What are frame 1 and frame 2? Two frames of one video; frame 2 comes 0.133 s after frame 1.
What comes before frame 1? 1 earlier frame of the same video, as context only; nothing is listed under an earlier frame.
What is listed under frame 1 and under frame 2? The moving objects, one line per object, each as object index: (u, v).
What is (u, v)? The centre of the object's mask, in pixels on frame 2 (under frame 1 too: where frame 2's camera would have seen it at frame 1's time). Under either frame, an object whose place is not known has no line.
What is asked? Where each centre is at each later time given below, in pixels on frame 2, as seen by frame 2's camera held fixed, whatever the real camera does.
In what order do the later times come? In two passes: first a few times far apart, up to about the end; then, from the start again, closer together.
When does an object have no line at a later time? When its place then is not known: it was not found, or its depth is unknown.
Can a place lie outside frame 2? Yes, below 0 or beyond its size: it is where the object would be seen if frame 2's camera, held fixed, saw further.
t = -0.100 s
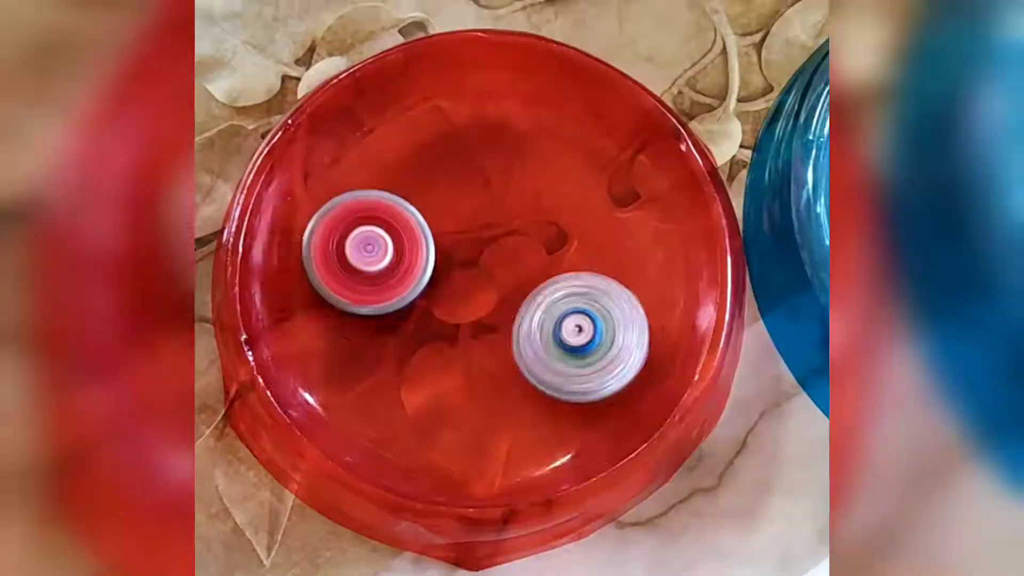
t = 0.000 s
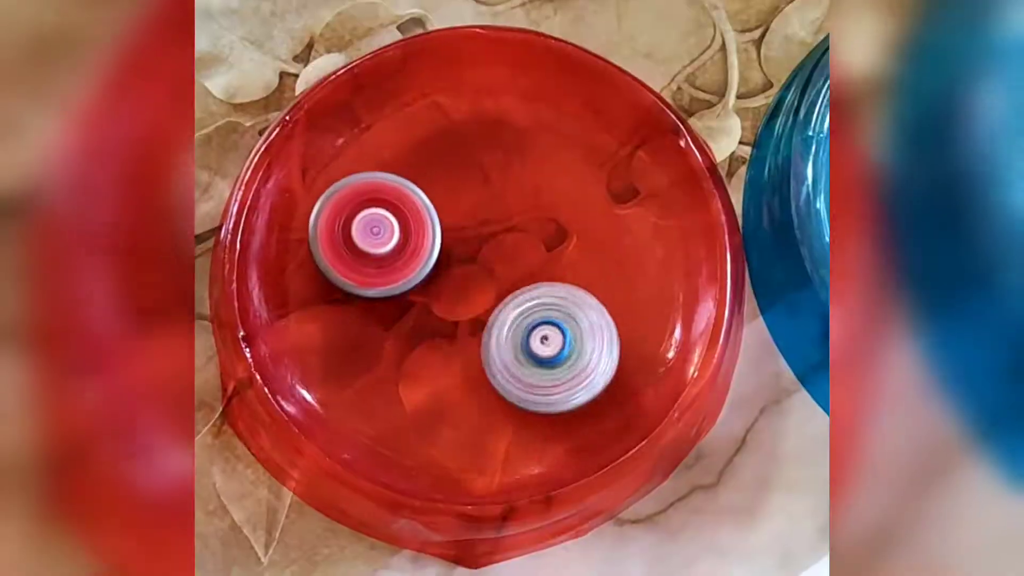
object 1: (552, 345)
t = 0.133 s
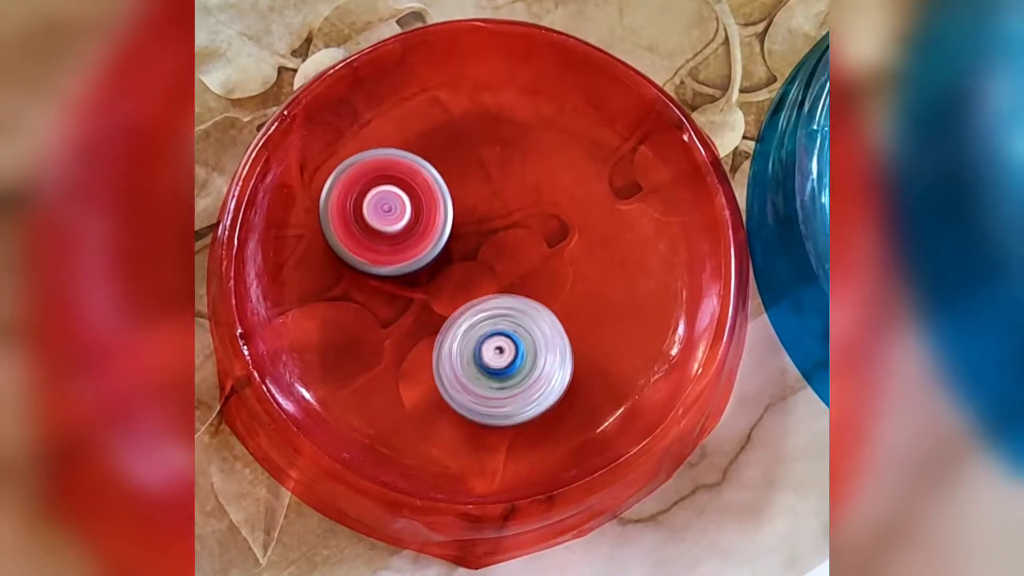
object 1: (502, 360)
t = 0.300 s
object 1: (451, 381)
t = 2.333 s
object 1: (534, 129)
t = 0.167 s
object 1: (491, 365)
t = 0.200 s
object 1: (481, 370)
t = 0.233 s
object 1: (470, 374)
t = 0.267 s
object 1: (461, 377)
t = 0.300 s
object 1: (451, 381)
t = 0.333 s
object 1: (443, 383)
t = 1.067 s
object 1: (359, 302)
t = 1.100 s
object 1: (360, 293)
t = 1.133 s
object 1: (361, 284)
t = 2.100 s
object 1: (509, 123)
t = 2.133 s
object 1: (514, 122)
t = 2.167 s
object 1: (518, 122)
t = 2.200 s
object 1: (521, 123)
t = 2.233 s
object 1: (524, 123)
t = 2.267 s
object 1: (527, 125)
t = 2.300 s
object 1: (530, 127)
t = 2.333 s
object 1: (534, 129)
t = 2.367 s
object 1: (537, 133)
